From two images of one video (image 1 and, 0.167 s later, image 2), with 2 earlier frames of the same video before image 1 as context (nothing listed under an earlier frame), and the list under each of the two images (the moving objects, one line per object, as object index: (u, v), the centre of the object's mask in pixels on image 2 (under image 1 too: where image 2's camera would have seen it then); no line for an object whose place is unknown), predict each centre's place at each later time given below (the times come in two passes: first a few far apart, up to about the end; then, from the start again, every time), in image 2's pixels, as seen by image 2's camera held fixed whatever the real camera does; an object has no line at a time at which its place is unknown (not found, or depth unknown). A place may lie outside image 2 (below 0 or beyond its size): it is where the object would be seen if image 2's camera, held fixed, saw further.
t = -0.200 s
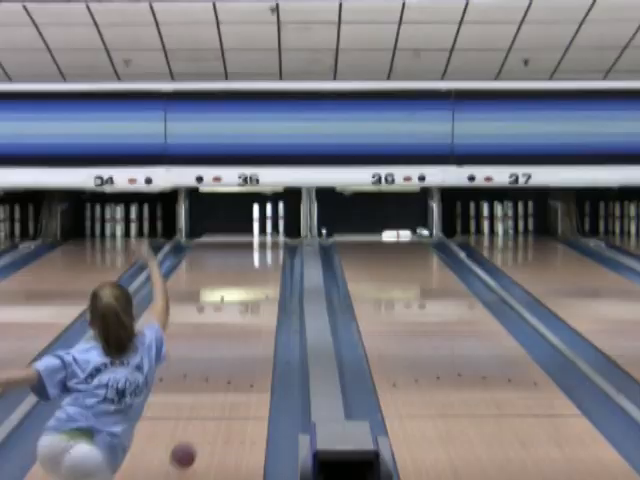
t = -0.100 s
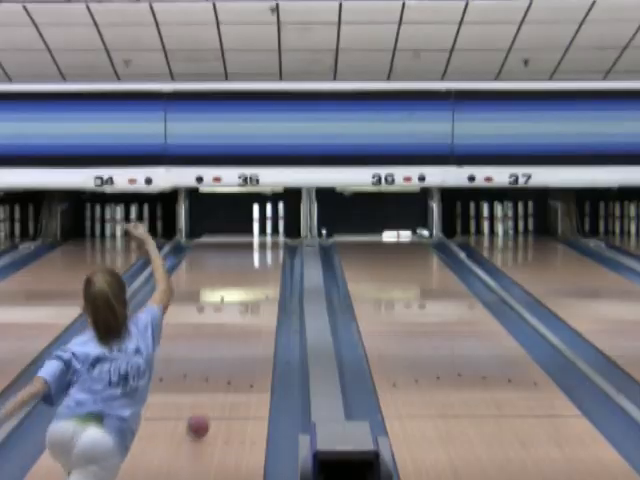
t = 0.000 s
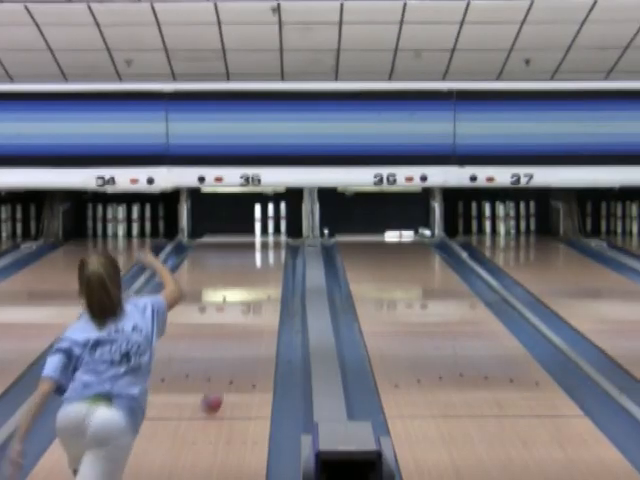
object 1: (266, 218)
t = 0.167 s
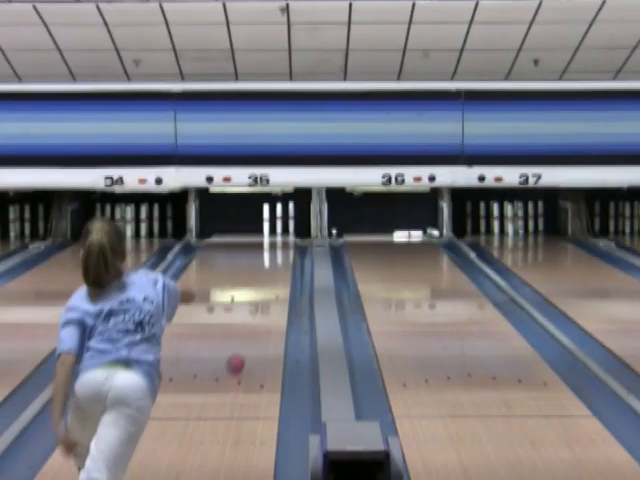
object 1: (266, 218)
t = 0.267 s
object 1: (266, 219)
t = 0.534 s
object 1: (266, 220)
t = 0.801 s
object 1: (266, 219)
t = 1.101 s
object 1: (266, 219)
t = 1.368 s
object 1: (266, 219)
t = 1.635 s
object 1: (266, 219)
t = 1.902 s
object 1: (254, 219)
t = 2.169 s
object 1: (225, 207)
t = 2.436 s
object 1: (207, 209)
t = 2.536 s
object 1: (204, 222)
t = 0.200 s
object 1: (266, 218)
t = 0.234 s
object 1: (266, 220)
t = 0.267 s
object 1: (266, 219)
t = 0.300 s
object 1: (266, 220)
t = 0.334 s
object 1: (266, 220)
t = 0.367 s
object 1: (266, 218)
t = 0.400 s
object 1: (266, 219)
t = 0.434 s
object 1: (266, 219)
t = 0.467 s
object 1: (266, 218)
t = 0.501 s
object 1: (266, 218)
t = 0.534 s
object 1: (266, 220)
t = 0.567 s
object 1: (266, 219)
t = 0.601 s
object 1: (266, 218)
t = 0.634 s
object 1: (266, 219)
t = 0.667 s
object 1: (266, 220)
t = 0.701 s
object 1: (266, 219)
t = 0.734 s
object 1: (266, 219)
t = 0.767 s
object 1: (266, 219)
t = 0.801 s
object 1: (266, 219)
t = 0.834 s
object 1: (266, 219)
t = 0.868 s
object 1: (266, 219)
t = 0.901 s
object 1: (266, 219)
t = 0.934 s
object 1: (266, 219)
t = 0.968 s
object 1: (266, 219)
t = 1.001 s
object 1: (266, 219)
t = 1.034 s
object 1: (266, 219)
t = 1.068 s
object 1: (266, 219)
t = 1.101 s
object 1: (266, 219)
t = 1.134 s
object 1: (266, 219)
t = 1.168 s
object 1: (266, 219)
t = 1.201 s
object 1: (266, 219)
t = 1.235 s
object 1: (266, 219)
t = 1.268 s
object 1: (266, 219)
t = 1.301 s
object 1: (266, 219)
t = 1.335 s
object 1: (266, 219)
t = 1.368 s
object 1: (266, 219)
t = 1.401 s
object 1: (266, 219)
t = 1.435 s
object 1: (266, 219)
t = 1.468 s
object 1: (266, 219)
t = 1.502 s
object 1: (266, 219)
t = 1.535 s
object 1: (266, 219)
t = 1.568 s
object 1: (266, 219)
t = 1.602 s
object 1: (266, 219)
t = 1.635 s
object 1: (266, 219)
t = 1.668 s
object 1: (266, 218)
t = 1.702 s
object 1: (266, 218)
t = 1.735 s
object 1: (266, 218)
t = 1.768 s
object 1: (266, 217)
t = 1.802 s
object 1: (266, 217)
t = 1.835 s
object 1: (264, 217)
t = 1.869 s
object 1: (258, 219)
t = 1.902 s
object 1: (254, 219)
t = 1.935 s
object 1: (250, 217)
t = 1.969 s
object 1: (247, 218)
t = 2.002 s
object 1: (242, 219)
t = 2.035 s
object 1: (240, 218)
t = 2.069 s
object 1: (235, 220)
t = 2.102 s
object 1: (231, 216)
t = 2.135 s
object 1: (228, 211)
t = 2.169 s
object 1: (225, 207)
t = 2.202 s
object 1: (222, 204)
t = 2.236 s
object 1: (219, 202)
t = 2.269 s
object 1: (216, 202)
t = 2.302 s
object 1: (214, 202)
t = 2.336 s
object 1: (211, 203)
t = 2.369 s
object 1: (210, 204)
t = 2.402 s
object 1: (208, 206)
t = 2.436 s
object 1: (207, 209)
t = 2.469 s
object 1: (206, 212)
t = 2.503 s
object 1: (205, 219)
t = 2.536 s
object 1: (204, 222)
